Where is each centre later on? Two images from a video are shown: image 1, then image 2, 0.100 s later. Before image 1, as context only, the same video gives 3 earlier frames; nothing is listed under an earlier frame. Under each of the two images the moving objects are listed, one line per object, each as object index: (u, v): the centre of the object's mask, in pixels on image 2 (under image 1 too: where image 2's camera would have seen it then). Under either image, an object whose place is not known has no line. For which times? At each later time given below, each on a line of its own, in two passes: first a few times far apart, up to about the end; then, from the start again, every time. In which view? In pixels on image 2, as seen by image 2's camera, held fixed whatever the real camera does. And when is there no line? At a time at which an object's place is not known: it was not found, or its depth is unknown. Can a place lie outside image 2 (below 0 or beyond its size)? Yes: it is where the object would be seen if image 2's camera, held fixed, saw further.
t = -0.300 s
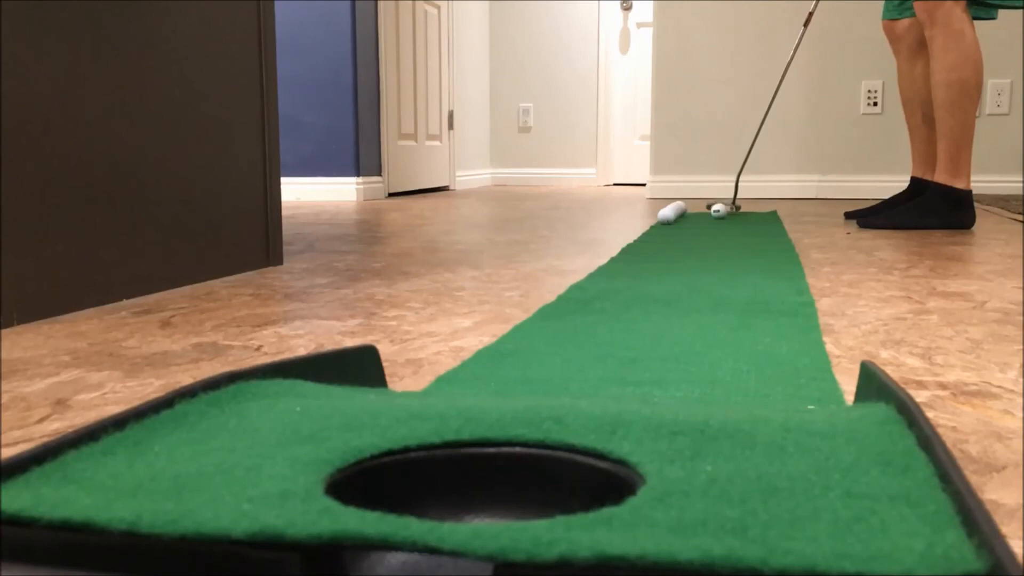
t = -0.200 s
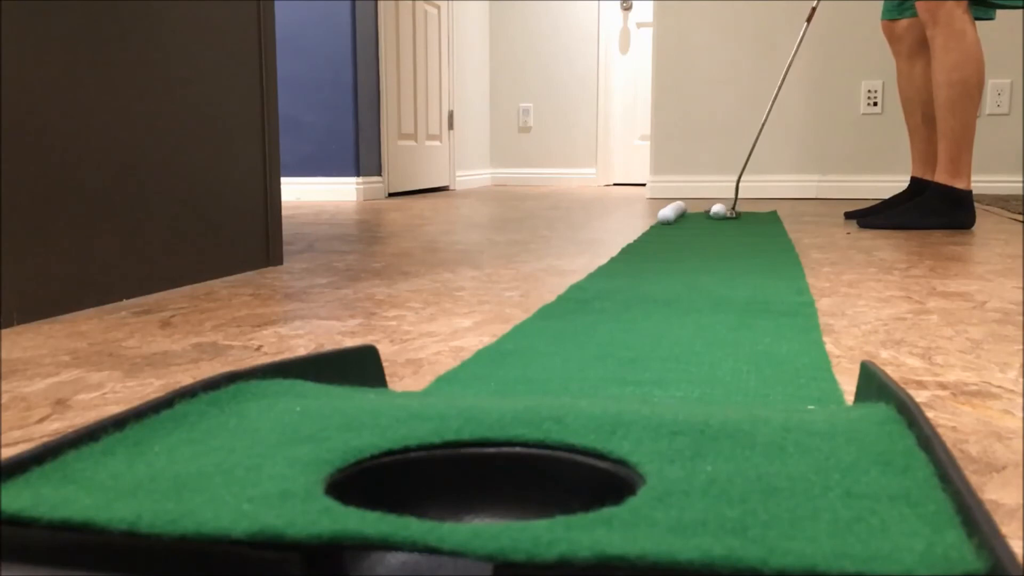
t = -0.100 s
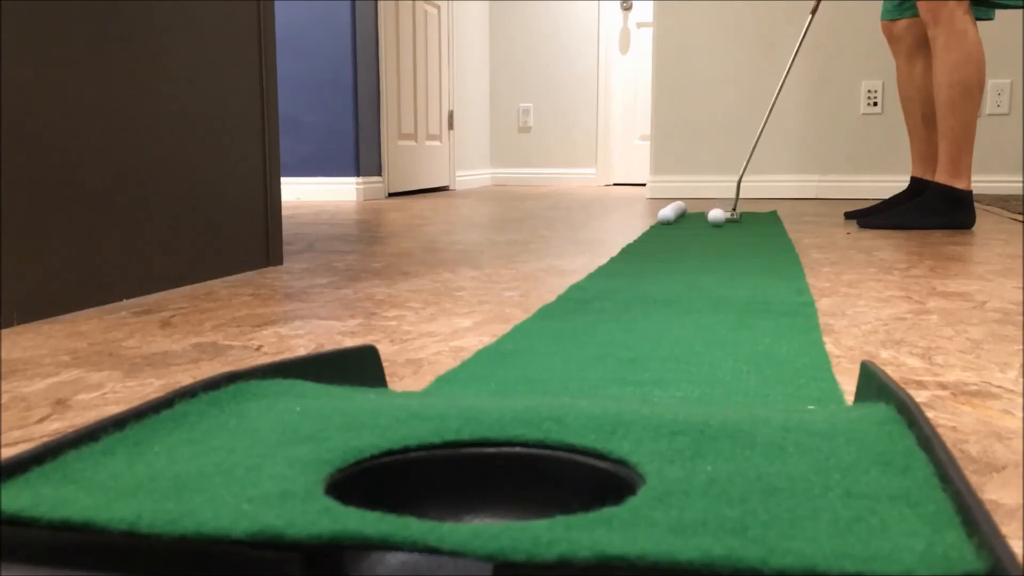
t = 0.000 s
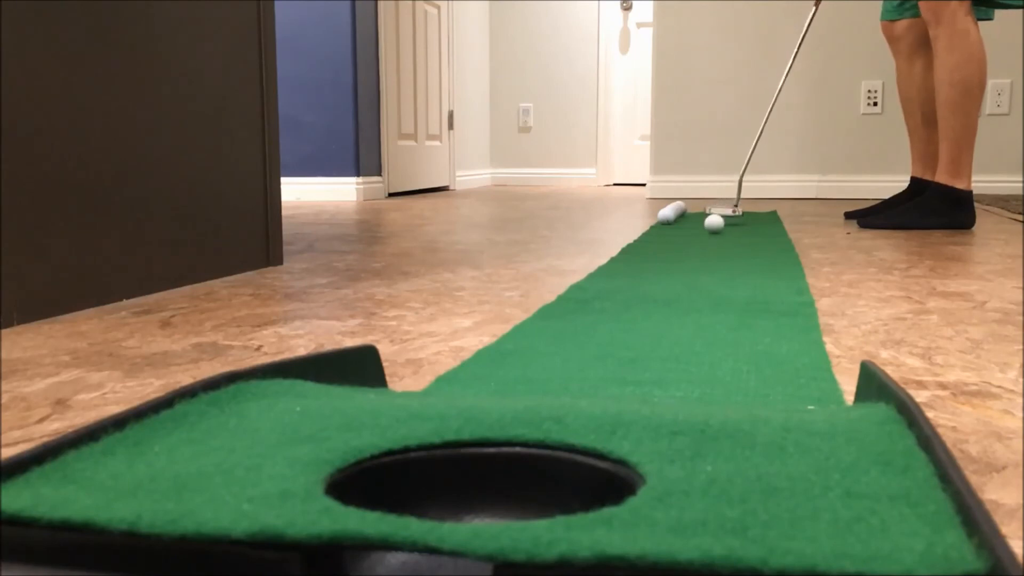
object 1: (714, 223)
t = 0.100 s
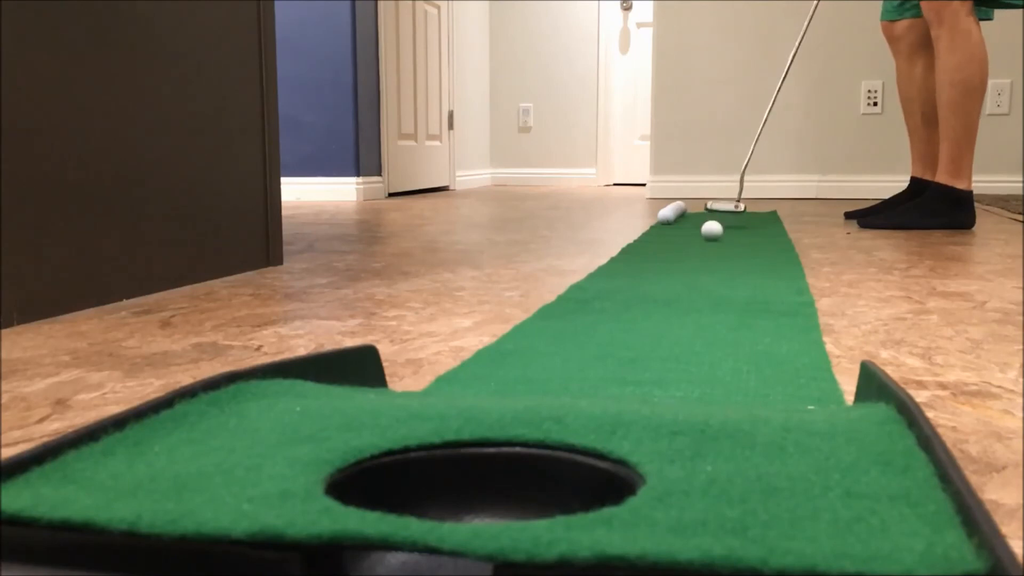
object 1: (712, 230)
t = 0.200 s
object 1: (710, 237)
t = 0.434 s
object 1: (703, 259)
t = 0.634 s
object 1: (691, 287)
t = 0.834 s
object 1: (674, 331)
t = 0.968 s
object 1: (657, 373)
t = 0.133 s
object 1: (711, 232)
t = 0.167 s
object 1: (711, 235)
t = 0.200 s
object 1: (710, 237)
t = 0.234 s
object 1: (709, 240)
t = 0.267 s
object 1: (708, 242)
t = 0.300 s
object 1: (707, 245)
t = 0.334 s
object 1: (706, 249)
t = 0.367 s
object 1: (705, 252)
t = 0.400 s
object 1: (704, 255)
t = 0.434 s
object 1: (703, 259)
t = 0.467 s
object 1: (701, 263)
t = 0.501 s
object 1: (699, 267)
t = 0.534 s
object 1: (698, 271)
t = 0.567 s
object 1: (695, 276)
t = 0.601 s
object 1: (693, 281)
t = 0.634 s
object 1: (691, 287)
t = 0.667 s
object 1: (688, 294)
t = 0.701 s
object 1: (686, 300)
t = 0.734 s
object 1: (683, 307)
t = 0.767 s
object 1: (680, 315)
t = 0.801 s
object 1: (677, 322)
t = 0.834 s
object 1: (674, 331)
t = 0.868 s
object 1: (670, 341)
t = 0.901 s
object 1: (666, 351)
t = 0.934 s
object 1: (662, 361)
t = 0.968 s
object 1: (657, 373)
